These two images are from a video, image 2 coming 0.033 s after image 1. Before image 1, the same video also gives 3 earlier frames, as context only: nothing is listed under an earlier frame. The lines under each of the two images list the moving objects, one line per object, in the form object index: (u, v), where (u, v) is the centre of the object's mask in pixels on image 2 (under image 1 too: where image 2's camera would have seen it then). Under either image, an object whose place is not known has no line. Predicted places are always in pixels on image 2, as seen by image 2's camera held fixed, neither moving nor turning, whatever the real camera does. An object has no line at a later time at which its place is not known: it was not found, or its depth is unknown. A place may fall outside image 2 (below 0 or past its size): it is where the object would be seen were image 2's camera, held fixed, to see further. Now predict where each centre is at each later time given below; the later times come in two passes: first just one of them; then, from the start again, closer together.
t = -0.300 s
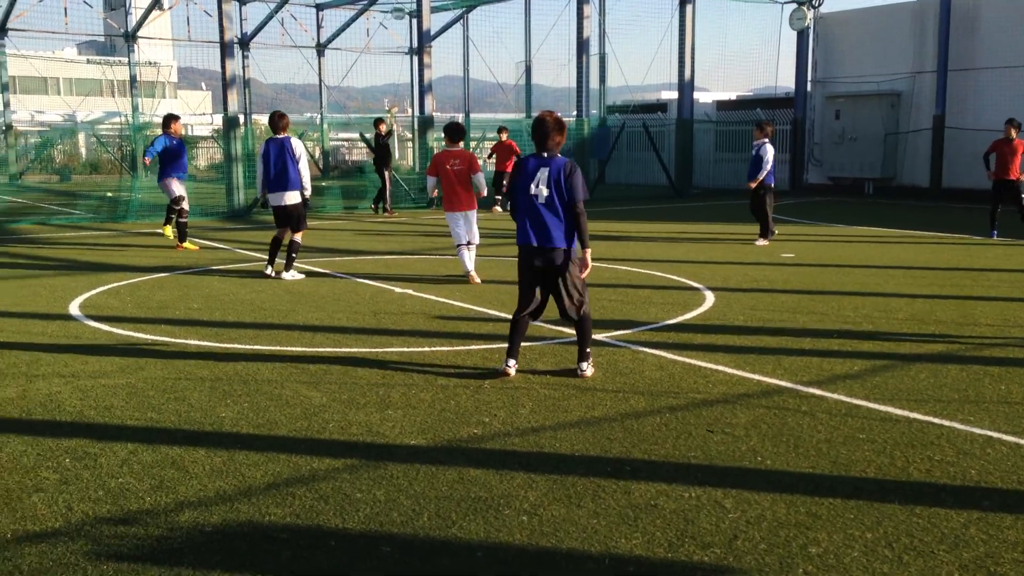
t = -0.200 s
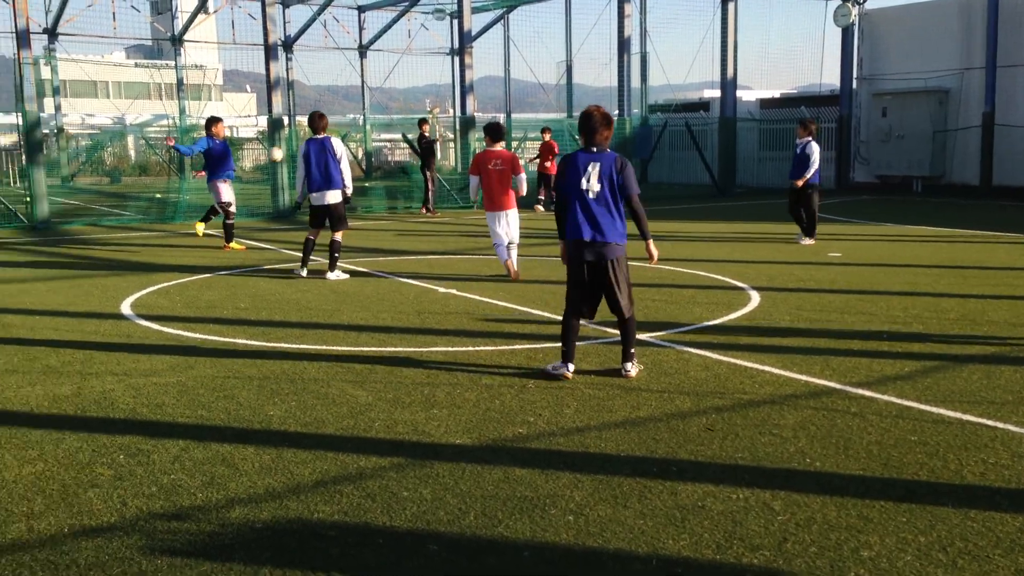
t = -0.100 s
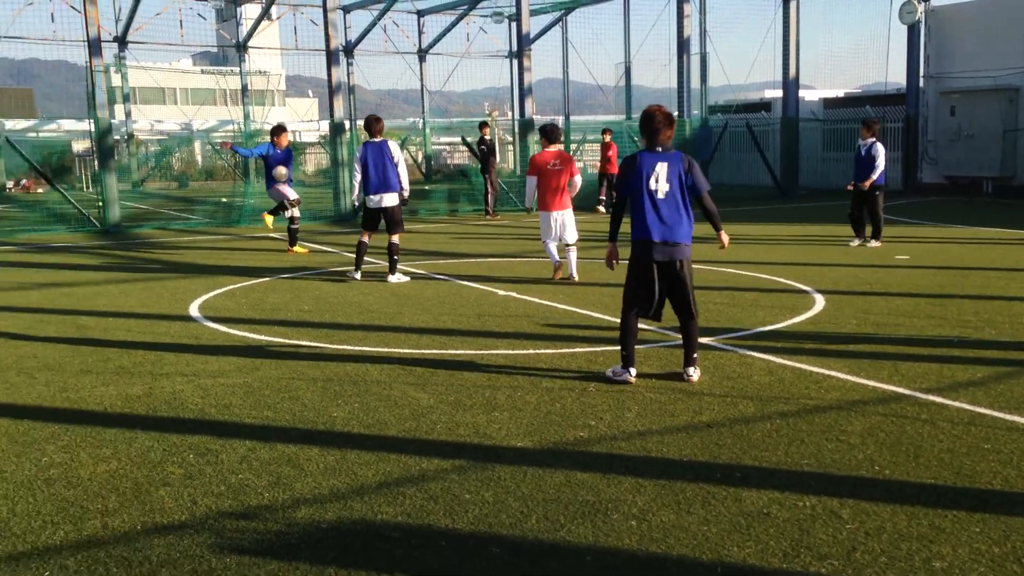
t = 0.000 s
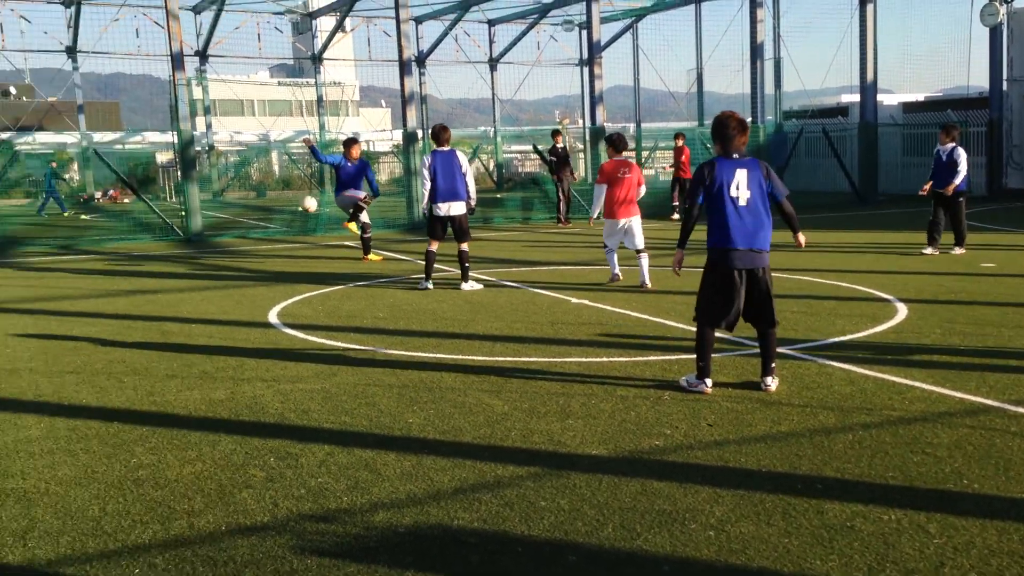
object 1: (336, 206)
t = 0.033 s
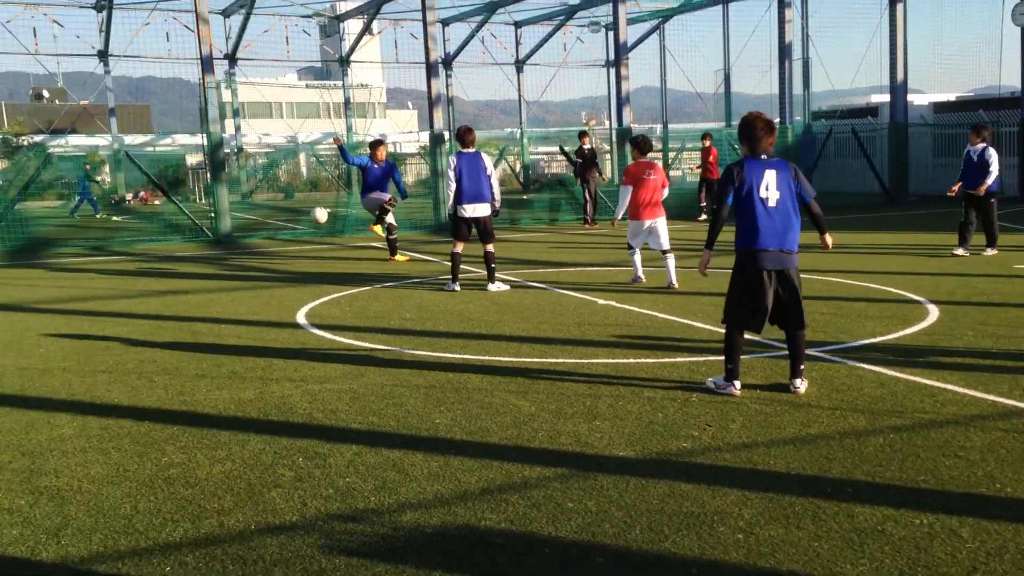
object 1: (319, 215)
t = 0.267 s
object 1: (201, 273)
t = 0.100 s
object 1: (285, 238)
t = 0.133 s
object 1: (267, 251)
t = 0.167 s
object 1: (248, 266)
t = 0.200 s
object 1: (229, 281)
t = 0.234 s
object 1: (215, 277)
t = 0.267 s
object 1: (201, 273)
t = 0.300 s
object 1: (187, 269)
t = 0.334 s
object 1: (173, 267)
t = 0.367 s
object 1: (159, 265)
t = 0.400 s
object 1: (144, 265)
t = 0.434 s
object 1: (129, 266)
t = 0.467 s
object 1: (113, 267)
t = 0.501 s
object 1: (97, 269)
